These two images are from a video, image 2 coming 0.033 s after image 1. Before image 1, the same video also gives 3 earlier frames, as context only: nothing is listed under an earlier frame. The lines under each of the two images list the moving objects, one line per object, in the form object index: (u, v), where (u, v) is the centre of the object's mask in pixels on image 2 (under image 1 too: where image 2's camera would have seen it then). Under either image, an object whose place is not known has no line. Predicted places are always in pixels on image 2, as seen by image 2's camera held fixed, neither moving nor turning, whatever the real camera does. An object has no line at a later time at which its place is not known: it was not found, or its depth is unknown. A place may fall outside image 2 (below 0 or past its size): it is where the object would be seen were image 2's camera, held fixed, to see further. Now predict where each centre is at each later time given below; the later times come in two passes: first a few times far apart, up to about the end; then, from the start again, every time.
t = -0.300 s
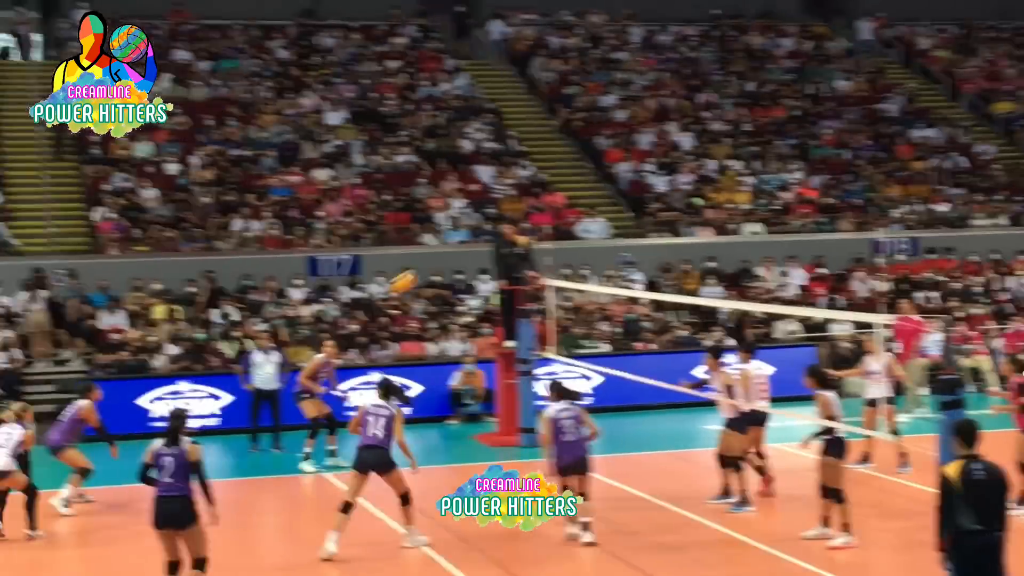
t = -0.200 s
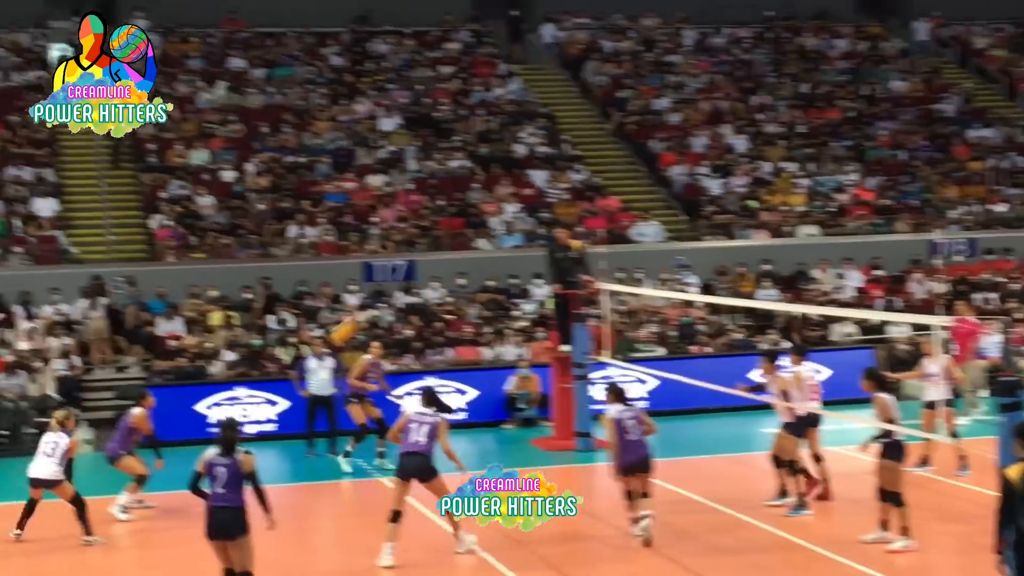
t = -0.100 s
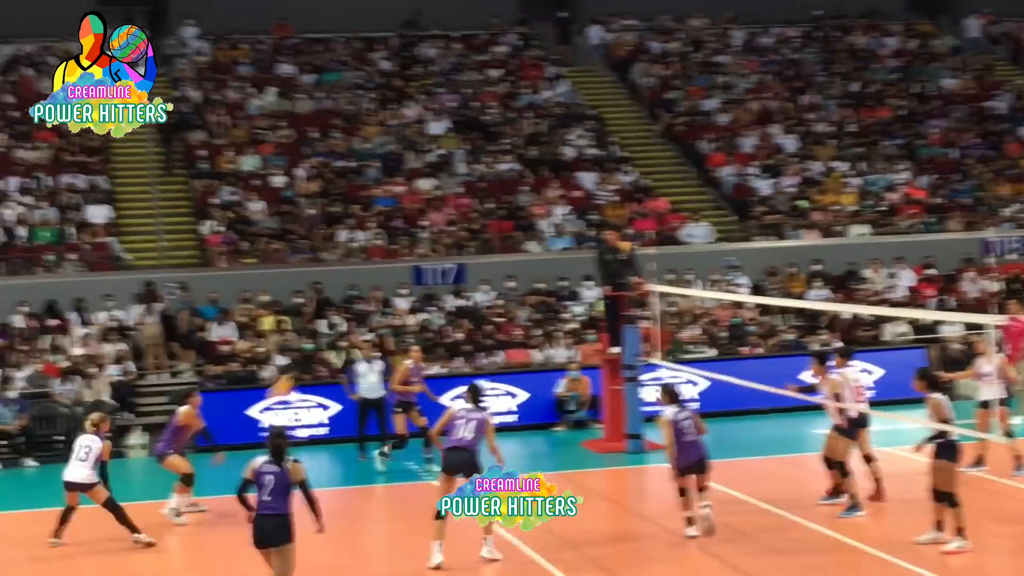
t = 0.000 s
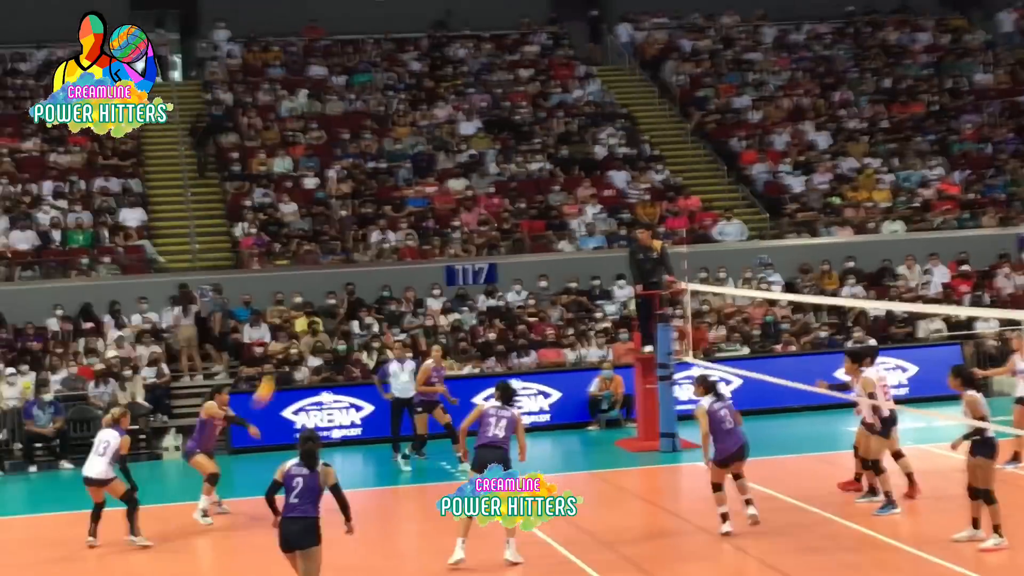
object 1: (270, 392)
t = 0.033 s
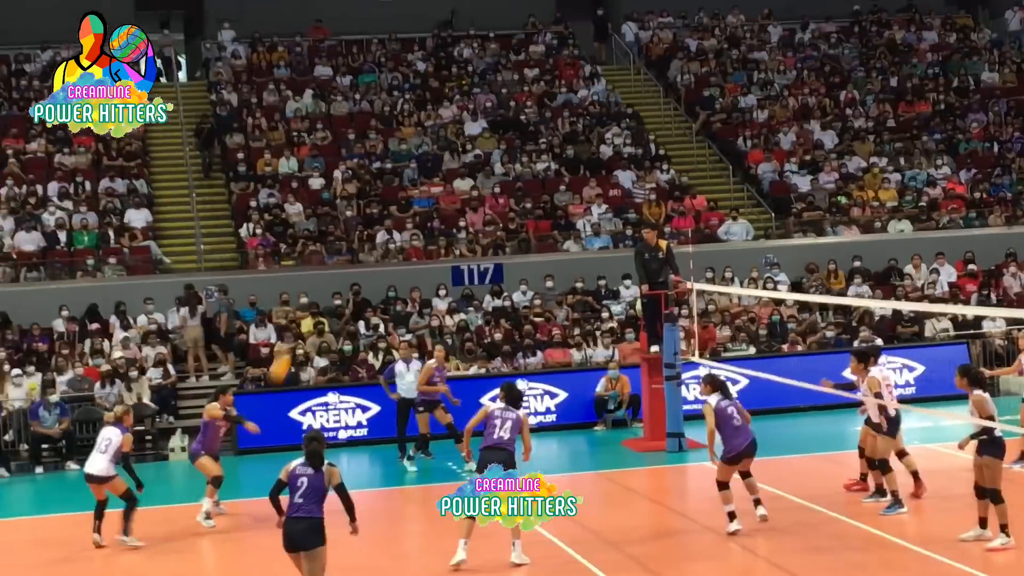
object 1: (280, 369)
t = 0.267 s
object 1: (342, 222)
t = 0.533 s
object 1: (410, 113)
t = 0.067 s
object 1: (288, 345)
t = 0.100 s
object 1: (299, 320)
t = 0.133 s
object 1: (307, 299)
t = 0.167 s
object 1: (316, 278)
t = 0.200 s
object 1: (325, 258)
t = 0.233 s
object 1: (333, 240)
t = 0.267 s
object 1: (342, 222)
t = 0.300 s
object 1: (351, 204)
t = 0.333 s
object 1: (359, 188)
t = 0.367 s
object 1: (368, 173)
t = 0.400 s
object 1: (376, 159)
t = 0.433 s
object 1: (384, 146)
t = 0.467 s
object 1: (394, 135)
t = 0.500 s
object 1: (402, 125)
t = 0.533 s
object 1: (410, 113)
